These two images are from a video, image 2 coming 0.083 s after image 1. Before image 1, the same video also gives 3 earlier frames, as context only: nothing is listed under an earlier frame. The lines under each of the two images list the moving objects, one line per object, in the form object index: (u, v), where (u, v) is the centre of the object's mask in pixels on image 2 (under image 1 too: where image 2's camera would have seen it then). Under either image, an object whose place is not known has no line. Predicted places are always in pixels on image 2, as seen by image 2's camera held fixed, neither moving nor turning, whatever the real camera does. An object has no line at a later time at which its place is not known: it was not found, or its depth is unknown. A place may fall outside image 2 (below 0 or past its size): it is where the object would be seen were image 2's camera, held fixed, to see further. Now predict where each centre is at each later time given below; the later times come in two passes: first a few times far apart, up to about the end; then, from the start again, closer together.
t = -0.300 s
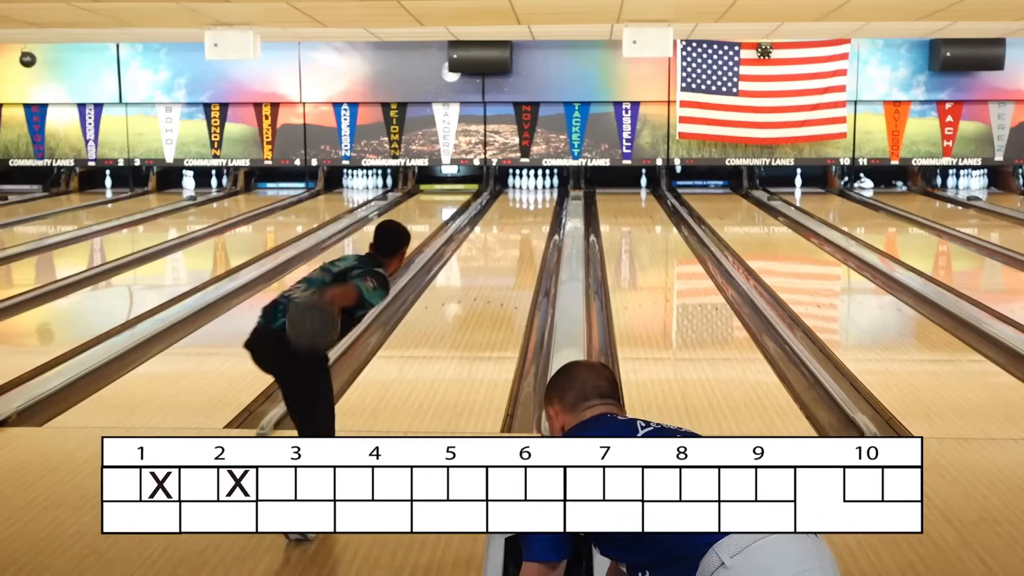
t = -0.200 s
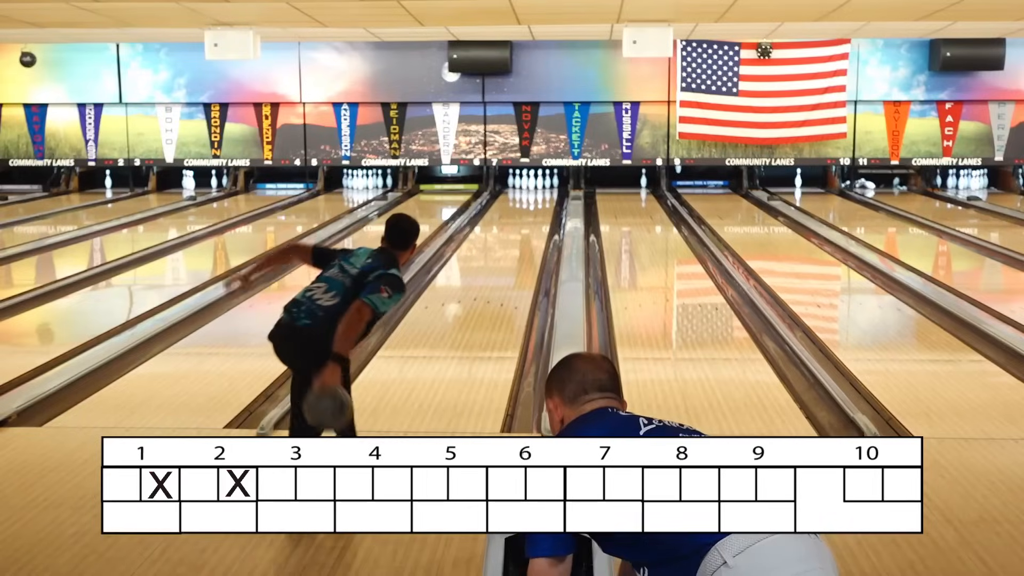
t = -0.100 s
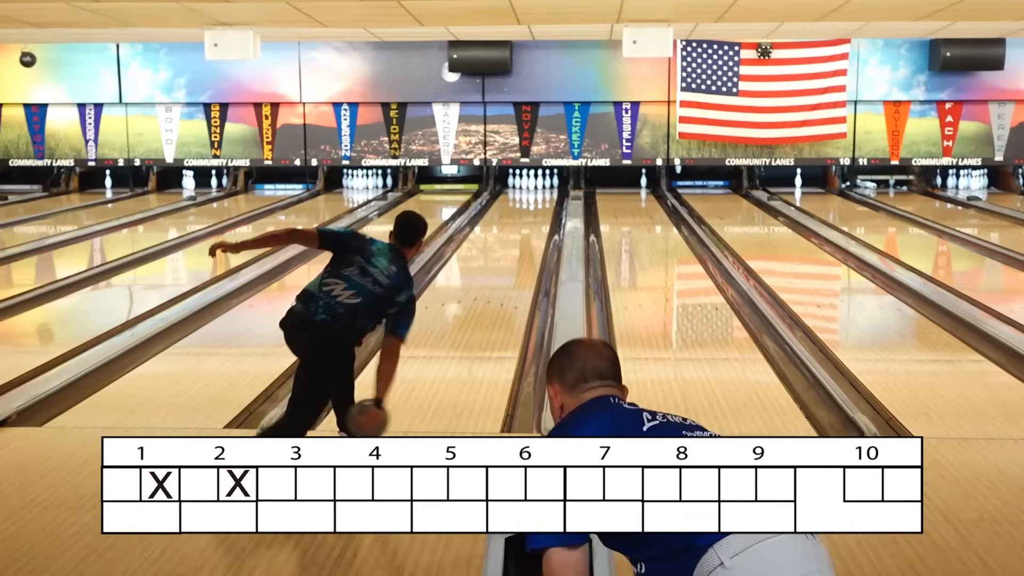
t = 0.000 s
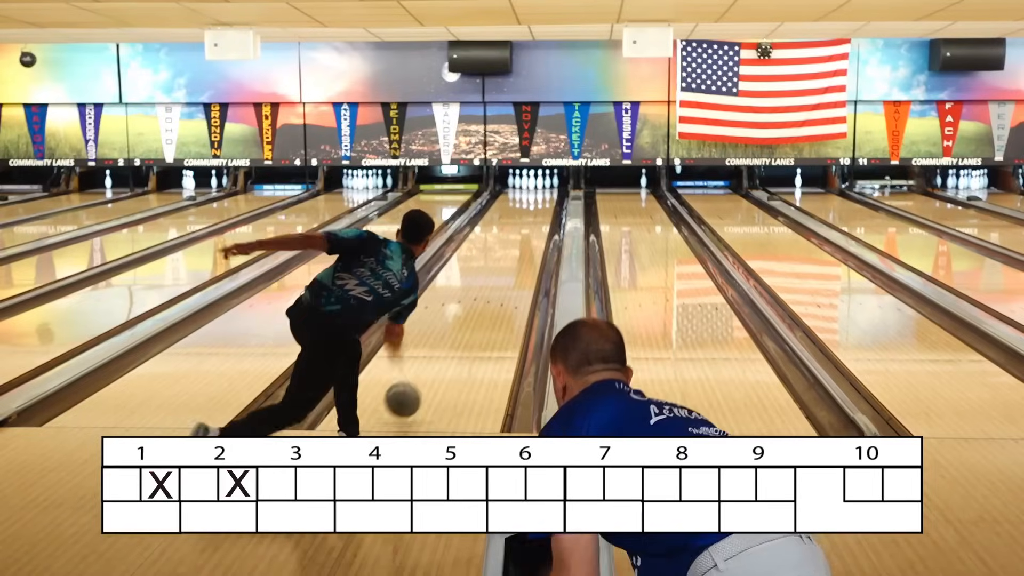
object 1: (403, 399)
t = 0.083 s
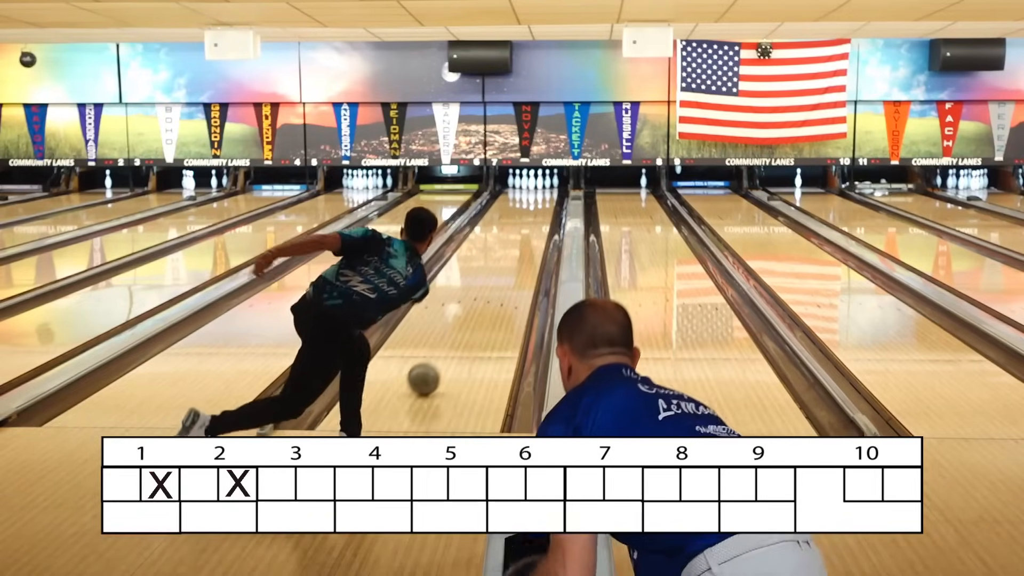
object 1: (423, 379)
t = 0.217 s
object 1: (450, 344)
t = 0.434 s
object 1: (481, 308)
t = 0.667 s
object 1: (503, 270)
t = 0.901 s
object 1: (520, 247)
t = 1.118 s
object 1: (531, 231)
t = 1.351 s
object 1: (539, 216)
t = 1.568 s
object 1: (544, 206)
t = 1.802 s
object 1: (545, 196)
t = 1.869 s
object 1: (544, 194)
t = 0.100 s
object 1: (427, 374)
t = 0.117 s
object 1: (431, 369)
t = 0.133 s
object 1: (434, 365)
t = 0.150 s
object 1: (438, 360)
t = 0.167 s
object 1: (441, 356)
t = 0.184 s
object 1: (444, 352)
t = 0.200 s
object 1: (447, 348)
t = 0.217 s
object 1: (450, 344)
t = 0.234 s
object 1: (453, 340)
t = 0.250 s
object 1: (456, 337)
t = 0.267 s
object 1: (458, 333)
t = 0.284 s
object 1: (460, 329)
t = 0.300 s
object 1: (463, 326)
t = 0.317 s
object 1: (465, 323)
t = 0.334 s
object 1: (468, 320)
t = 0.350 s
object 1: (470, 316)
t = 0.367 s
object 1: (472, 313)
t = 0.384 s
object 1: (475, 310)
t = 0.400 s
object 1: (477, 308)
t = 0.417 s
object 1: (479, 307)
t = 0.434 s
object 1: (481, 308)
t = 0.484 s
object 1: (486, 294)
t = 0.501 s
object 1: (488, 291)
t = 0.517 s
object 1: (490, 289)
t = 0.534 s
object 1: (491, 287)
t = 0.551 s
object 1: (493, 284)
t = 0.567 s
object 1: (495, 282)
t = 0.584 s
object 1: (496, 280)
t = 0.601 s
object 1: (498, 278)
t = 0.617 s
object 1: (499, 276)
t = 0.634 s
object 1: (501, 274)
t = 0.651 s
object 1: (502, 272)
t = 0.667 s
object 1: (503, 270)
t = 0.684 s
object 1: (505, 268)
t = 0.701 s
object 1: (506, 266)
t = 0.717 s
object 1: (507, 264)
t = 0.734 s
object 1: (509, 263)
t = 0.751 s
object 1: (510, 261)
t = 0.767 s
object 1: (511, 260)
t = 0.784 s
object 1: (512, 258)
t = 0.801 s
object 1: (513, 256)
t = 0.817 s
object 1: (515, 255)
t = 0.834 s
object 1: (516, 253)
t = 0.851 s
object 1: (517, 252)
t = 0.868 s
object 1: (518, 250)
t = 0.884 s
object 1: (519, 248)
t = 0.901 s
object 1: (520, 247)
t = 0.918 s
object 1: (521, 246)
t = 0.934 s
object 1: (522, 244)
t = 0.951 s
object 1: (523, 243)
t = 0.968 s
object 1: (524, 241)
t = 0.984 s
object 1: (524, 240)
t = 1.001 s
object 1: (526, 239)
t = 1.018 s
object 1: (526, 238)
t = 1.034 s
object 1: (527, 237)
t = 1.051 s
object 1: (528, 236)
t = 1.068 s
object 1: (528, 235)
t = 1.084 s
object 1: (529, 234)
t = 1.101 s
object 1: (530, 233)
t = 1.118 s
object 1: (531, 231)
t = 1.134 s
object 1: (532, 230)
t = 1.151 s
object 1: (532, 229)
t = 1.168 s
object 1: (533, 228)
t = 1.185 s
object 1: (534, 227)
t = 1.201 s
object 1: (534, 226)
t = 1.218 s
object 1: (535, 225)
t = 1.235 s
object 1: (536, 224)
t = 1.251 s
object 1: (536, 223)
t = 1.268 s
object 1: (537, 222)
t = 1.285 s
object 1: (537, 221)
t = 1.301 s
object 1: (537, 220)
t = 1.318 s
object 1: (538, 218)
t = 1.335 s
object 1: (538, 217)
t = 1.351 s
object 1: (539, 216)
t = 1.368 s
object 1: (540, 216)
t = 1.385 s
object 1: (540, 215)
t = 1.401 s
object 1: (541, 214)
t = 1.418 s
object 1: (541, 213)
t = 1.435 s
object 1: (542, 212)
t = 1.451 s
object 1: (542, 210)
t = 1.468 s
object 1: (543, 210)
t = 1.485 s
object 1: (543, 209)
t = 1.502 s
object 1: (543, 209)
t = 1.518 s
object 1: (544, 208)
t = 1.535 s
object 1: (544, 207)
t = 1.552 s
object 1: (544, 207)
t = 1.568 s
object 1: (544, 206)
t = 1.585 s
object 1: (544, 205)
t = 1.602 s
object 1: (545, 204)
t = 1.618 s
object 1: (544, 204)
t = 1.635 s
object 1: (544, 203)
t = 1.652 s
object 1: (545, 202)
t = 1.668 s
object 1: (545, 202)
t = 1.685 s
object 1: (544, 201)
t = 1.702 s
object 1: (544, 200)
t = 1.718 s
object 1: (545, 199)
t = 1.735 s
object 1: (545, 198)
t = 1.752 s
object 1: (545, 197)
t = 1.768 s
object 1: (545, 197)
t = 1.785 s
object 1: (545, 197)
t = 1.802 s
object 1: (545, 196)
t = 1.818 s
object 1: (545, 196)
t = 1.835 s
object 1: (545, 195)
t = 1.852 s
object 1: (545, 194)
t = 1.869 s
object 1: (544, 194)
